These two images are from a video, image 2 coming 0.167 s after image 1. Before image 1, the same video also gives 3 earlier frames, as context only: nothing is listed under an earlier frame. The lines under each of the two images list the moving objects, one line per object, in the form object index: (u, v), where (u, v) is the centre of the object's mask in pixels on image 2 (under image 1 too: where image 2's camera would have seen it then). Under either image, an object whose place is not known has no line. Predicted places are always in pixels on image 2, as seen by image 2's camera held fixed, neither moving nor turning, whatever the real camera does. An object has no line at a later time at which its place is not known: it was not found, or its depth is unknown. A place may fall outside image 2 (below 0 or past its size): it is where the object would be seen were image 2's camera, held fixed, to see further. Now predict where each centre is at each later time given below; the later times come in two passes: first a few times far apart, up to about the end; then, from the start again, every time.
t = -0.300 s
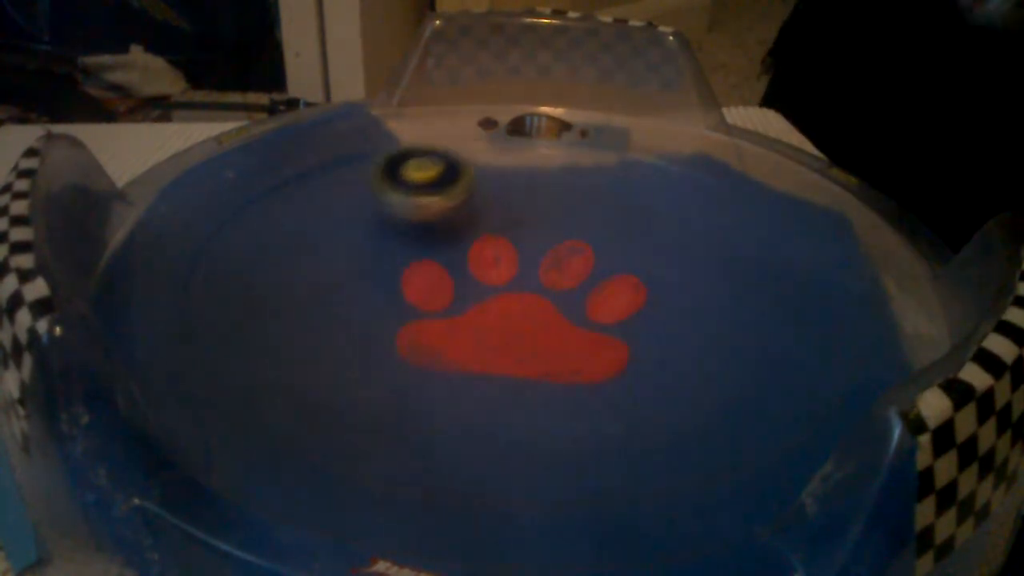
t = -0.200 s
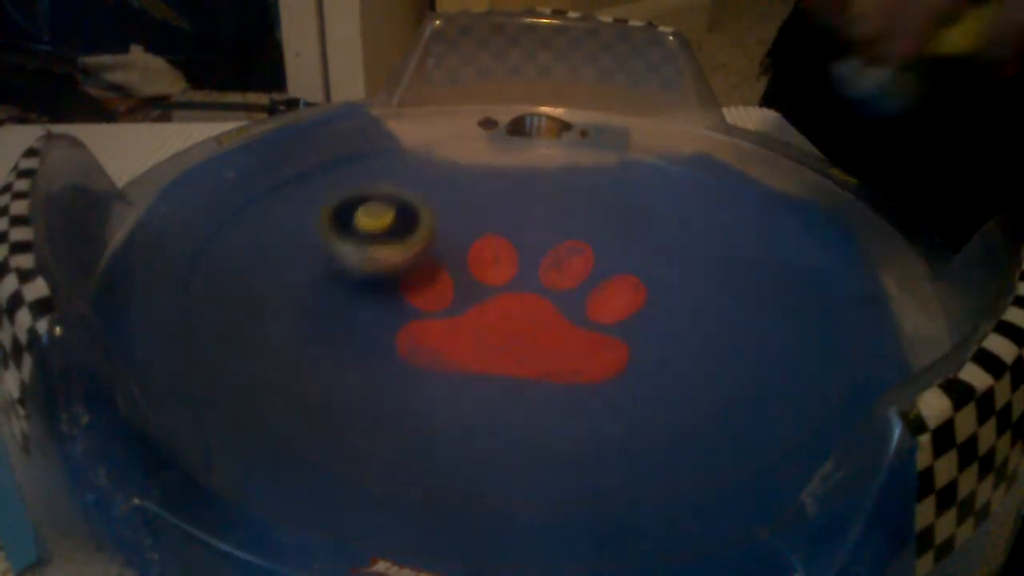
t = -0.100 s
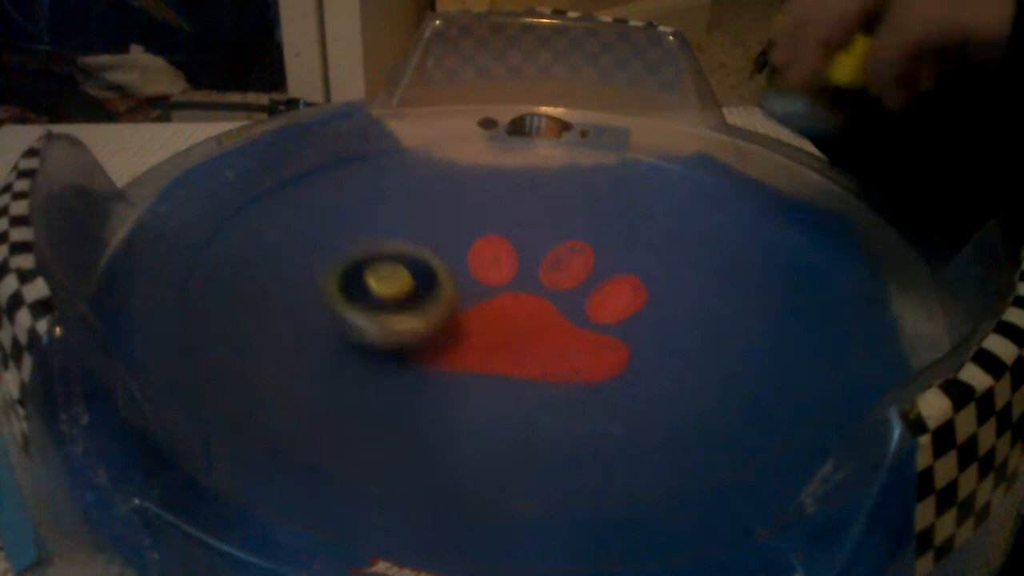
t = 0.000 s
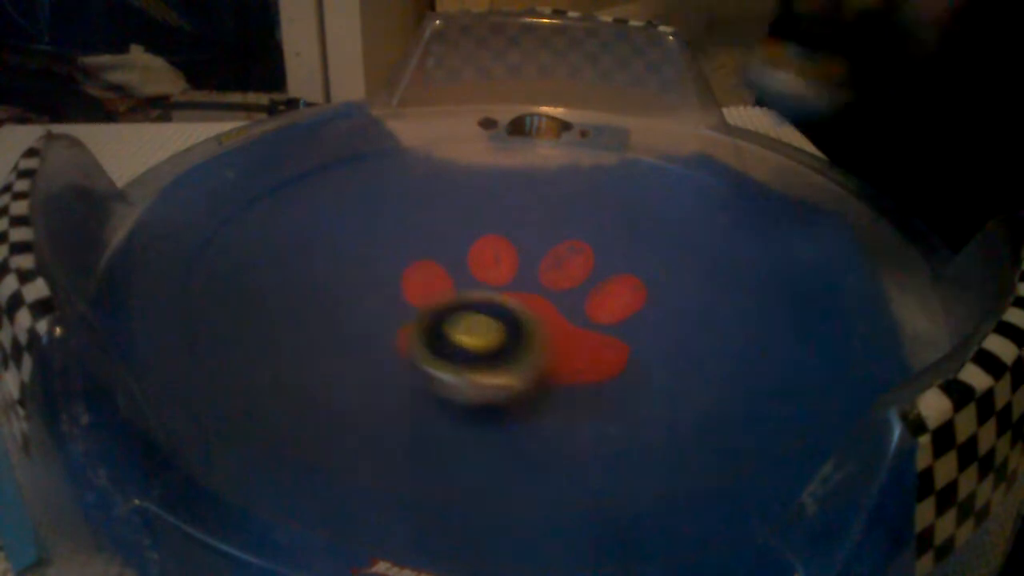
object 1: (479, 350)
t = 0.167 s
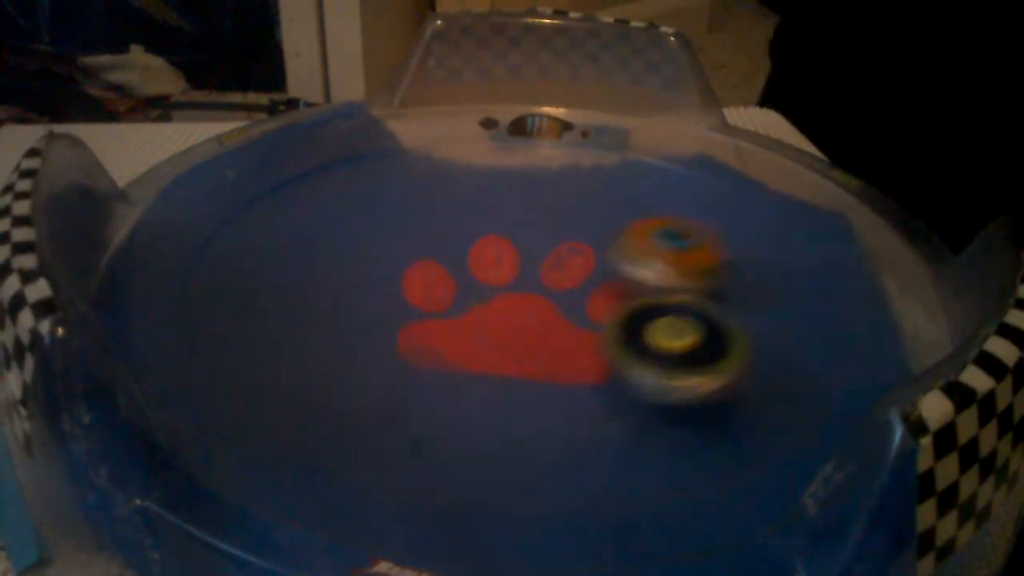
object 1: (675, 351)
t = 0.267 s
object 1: (747, 310)
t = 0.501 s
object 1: (700, 207)
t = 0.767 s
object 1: (467, 199)
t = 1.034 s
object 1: (195, 138)
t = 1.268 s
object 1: (332, 243)
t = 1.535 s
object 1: (704, 308)
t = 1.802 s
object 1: (698, 238)
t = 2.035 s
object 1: (526, 196)
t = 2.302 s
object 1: (390, 259)
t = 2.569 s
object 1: (588, 349)
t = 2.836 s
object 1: (709, 255)
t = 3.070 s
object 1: (580, 195)
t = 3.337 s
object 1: (406, 255)
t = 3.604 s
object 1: (522, 362)
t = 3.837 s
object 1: (694, 319)
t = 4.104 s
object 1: (646, 244)
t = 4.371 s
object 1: (543, 235)
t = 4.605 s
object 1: (445, 298)
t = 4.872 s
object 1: (458, 292)
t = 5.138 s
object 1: (498, 262)
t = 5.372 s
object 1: (468, 268)
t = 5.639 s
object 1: (476, 316)
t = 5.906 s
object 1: (600, 279)
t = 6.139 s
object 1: (523, 216)
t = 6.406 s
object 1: (386, 248)
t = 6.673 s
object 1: (515, 337)
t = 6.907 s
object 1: (657, 282)
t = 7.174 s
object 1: (579, 203)
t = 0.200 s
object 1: (702, 338)
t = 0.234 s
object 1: (730, 324)
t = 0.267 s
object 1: (747, 310)
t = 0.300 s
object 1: (758, 293)
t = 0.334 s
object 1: (761, 277)
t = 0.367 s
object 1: (759, 259)
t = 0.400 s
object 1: (752, 245)
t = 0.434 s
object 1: (740, 231)
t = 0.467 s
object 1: (721, 219)
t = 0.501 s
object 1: (700, 207)
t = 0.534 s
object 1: (675, 198)
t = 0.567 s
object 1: (649, 190)
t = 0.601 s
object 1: (618, 185)
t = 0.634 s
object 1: (588, 183)
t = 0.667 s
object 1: (556, 182)
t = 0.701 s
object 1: (524, 185)
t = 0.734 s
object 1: (496, 191)
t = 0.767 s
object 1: (467, 199)
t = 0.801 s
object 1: (441, 212)
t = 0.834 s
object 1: (416, 225)
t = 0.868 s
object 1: (379, 218)
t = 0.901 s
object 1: (325, 191)
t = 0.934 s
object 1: (280, 165)
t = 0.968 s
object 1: (246, 144)
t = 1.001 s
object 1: (217, 139)
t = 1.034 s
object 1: (195, 138)
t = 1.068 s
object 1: (177, 144)
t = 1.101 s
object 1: (168, 157)
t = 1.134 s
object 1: (186, 163)
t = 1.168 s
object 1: (213, 180)
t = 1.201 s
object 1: (247, 199)
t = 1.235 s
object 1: (284, 219)
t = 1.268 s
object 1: (332, 243)
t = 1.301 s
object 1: (381, 266)
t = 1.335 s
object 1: (428, 282)
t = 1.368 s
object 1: (482, 299)
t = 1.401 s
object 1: (533, 308)
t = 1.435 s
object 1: (583, 316)
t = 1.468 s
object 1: (628, 315)
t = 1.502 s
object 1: (669, 314)
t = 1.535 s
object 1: (704, 308)
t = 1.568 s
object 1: (729, 302)
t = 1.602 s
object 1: (746, 292)
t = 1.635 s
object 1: (754, 283)
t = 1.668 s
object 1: (754, 273)
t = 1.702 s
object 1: (747, 263)
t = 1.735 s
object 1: (735, 254)
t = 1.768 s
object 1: (718, 246)
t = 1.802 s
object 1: (698, 238)
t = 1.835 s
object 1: (675, 229)
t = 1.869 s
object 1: (652, 222)
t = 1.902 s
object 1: (626, 217)
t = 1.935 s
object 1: (602, 210)
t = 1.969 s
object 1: (577, 204)
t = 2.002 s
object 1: (552, 201)
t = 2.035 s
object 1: (526, 196)
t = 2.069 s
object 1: (500, 194)
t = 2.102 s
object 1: (478, 196)
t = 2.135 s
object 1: (454, 200)
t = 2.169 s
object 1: (433, 208)
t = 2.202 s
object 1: (416, 217)
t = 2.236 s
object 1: (402, 229)
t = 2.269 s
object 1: (393, 242)
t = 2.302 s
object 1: (390, 259)
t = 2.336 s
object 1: (395, 278)
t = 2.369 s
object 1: (407, 295)
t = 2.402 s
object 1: (424, 312)
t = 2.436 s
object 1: (448, 327)
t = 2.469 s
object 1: (479, 338)
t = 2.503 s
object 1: (513, 346)
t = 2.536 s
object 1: (551, 349)
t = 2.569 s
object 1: (588, 349)
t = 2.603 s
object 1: (621, 344)
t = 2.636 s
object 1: (651, 336)
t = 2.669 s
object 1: (675, 324)
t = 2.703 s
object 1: (694, 310)
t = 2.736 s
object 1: (708, 297)
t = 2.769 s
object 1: (712, 283)
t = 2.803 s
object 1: (714, 268)
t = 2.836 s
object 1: (709, 255)
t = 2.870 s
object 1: (701, 242)
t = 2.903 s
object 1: (687, 231)
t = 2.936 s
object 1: (670, 220)
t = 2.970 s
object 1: (650, 211)
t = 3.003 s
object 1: (630, 204)
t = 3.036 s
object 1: (606, 199)
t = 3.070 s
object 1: (580, 195)
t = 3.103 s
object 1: (553, 194)
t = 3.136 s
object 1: (526, 196)
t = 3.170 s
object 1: (501, 200)
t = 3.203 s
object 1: (475, 207)
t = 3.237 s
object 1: (452, 216)
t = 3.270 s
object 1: (433, 226)
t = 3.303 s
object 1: (417, 240)
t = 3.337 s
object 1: (406, 255)
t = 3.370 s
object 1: (400, 273)
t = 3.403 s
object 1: (398, 288)
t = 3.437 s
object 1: (405, 306)
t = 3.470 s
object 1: (419, 321)
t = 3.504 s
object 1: (438, 336)
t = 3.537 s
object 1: (461, 349)
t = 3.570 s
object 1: (489, 358)
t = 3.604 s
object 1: (522, 362)
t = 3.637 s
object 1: (557, 366)
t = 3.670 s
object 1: (588, 365)
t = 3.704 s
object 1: (617, 361)
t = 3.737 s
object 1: (642, 353)
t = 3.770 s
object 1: (664, 344)
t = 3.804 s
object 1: (682, 334)
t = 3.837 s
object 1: (694, 319)
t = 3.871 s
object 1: (704, 309)
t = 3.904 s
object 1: (710, 301)
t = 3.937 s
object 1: (710, 292)
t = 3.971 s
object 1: (706, 282)
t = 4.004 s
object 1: (697, 273)
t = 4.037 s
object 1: (682, 262)
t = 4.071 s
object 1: (666, 251)
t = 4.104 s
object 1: (646, 244)
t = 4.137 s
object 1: (622, 237)
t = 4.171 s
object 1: (600, 231)
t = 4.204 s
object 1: (599, 227)
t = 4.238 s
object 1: (596, 226)
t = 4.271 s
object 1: (589, 226)
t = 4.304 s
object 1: (578, 228)
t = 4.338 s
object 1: (562, 230)
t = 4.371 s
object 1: (543, 235)
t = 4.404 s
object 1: (522, 240)
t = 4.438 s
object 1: (501, 248)
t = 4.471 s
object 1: (483, 256)
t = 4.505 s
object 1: (466, 268)
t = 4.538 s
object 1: (455, 278)
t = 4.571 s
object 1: (449, 289)
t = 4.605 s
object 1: (445, 298)
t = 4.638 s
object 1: (445, 312)
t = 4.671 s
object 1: (452, 326)
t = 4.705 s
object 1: (460, 333)
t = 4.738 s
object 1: (454, 325)
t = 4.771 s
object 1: (449, 317)
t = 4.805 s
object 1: (450, 307)
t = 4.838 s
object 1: (452, 300)
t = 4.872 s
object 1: (458, 292)
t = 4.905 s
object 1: (464, 286)
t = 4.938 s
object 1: (471, 280)
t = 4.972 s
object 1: (478, 273)
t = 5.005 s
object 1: (484, 270)
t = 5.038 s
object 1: (490, 266)
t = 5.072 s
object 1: (494, 264)
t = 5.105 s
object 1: (497, 263)
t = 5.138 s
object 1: (498, 262)
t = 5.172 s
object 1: (498, 262)
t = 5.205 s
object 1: (497, 262)
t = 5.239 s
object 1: (493, 262)
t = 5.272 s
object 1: (488, 263)
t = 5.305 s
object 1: (482, 265)
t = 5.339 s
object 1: (475, 266)
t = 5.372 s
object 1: (468, 268)
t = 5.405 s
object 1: (458, 273)
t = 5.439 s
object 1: (453, 277)
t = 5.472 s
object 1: (450, 282)
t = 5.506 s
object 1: (446, 289)
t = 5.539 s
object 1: (446, 296)
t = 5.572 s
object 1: (451, 304)
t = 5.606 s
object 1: (461, 310)
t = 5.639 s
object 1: (476, 316)
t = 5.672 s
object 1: (496, 320)
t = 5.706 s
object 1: (518, 321)
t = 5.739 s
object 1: (540, 320)
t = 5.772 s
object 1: (560, 315)
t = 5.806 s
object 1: (578, 307)
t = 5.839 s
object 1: (590, 299)
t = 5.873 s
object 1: (598, 288)
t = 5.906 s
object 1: (600, 279)
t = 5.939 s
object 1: (599, 266)
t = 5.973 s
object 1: (594, 255)
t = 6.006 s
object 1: (584, 245)
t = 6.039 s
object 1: (573, 236)
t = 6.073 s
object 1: (558, 227)
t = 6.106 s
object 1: (542, 221)
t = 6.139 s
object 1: (523, 216)
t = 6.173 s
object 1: (504, 213)
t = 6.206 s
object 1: (483, 212)
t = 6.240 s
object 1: (463, 212)
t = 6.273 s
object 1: (443, 215)
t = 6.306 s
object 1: (425, 220)
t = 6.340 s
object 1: (409, 227)
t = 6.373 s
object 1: (396, 236)
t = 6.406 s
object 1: (386, 248)
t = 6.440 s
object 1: (383, 262)
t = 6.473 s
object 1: (385, 276)
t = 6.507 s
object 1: (394, 290)
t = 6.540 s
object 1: (408, 304)
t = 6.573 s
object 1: (429, 317)
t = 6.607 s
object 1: (456, 327)
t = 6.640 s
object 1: (485, 335)
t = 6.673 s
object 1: (515, 337)
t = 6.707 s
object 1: (545, 337)
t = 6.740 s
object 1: (574, 334)
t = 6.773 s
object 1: (600, 328)
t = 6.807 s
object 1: (621, 318)
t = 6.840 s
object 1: (637, 308)
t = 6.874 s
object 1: (648, 297)
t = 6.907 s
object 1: (657, 282)
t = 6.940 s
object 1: (658, 270)
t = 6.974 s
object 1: (655, 258)
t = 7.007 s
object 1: (650, 247)
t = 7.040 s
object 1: (642, 236)
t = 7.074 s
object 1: (630, 225)
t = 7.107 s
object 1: (615, 217)
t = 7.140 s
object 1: (599, 209)
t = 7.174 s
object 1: (579, 203)
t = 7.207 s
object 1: (560, 199)
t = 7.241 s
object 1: (539, 197)
